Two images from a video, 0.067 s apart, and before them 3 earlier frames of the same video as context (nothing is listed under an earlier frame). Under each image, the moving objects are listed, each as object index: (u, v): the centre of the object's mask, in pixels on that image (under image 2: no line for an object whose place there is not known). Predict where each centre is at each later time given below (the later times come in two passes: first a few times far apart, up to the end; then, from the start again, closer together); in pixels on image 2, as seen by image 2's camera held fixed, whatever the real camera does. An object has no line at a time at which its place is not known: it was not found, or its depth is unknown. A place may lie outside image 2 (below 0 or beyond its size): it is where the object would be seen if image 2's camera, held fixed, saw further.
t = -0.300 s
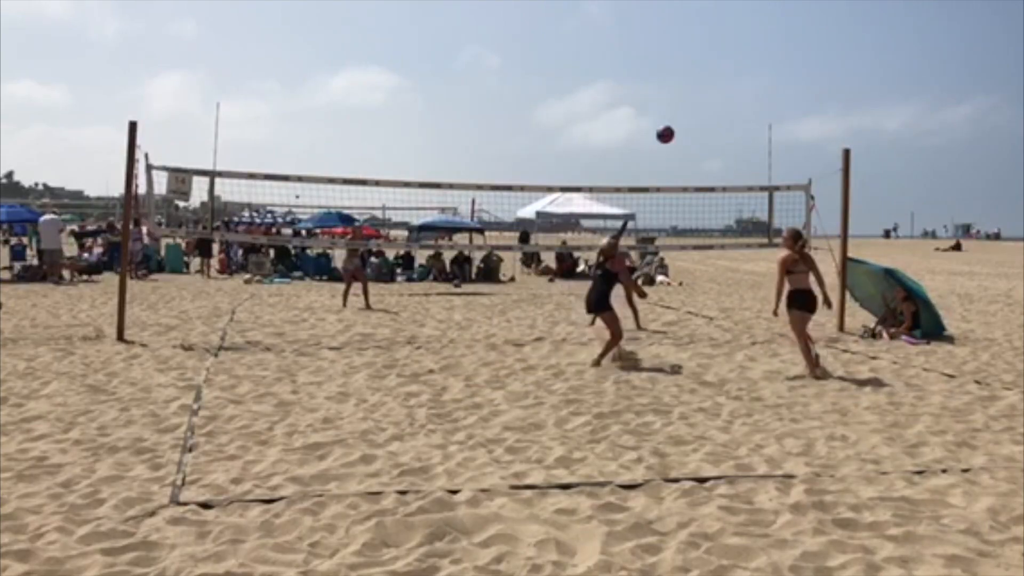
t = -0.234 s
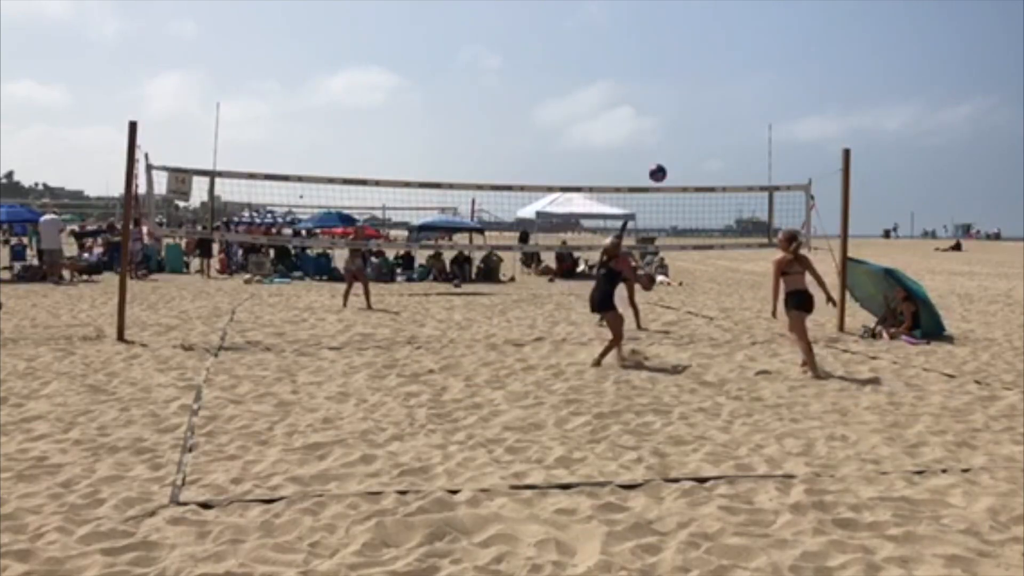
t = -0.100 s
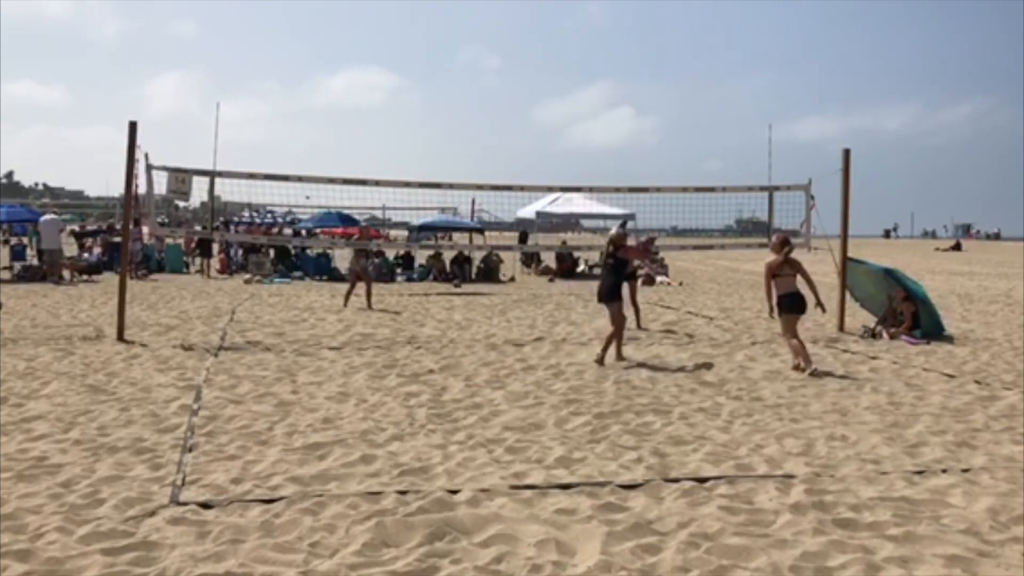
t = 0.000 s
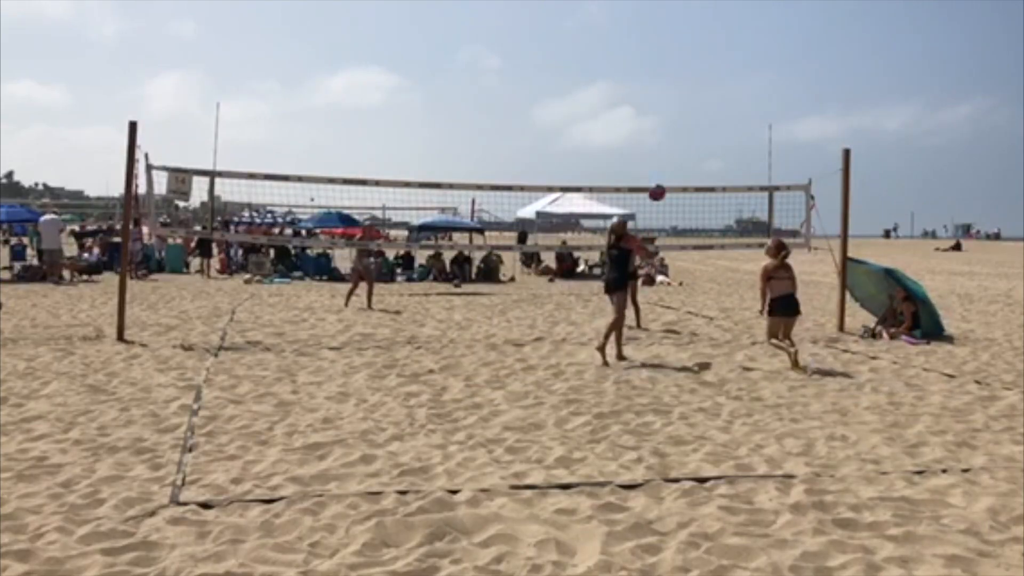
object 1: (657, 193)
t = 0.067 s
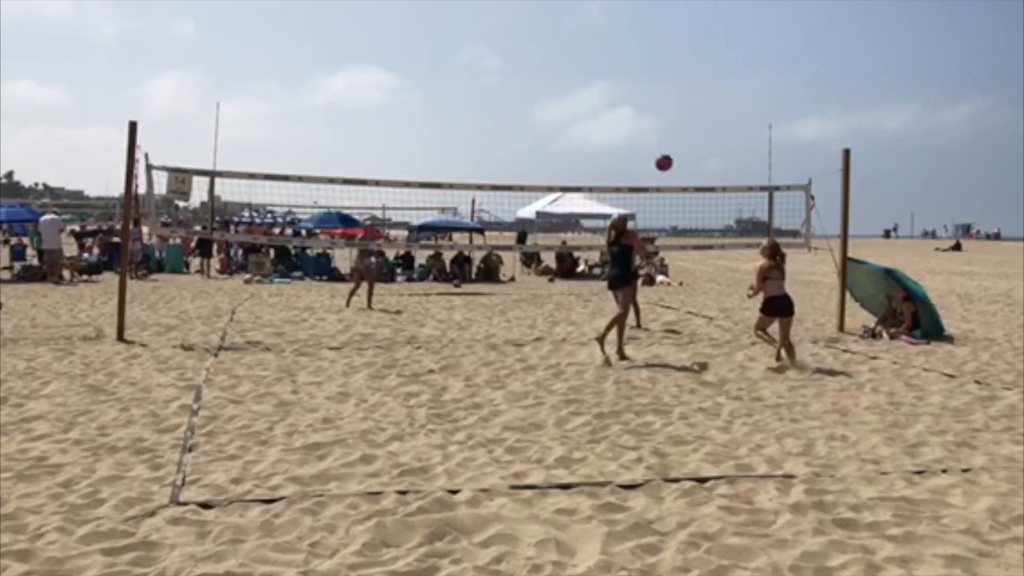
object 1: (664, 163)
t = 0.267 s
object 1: (682, 98)
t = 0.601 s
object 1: (704, 69)
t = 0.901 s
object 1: (713, 118)
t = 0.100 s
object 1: (667, 149)
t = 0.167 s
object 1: (674, 126)
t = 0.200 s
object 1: (677, 115)
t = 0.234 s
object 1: (679, 106)
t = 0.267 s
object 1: (682, 98)
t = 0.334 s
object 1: (688, 85)
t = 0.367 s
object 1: (690, 80)
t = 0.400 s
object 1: (692, 75)
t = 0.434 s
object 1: (695, 72)
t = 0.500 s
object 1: (699, 68)
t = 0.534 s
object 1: (700, 68)
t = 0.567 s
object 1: (702, 68)
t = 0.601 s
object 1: (704, 69)
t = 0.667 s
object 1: (707, 74)
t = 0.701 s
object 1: (708, 78)
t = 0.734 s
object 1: (709, 83)
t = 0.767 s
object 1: (710, 88)
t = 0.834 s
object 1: (712, 102)
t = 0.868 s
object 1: (713, 109)
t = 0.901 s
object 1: (713, 118)
